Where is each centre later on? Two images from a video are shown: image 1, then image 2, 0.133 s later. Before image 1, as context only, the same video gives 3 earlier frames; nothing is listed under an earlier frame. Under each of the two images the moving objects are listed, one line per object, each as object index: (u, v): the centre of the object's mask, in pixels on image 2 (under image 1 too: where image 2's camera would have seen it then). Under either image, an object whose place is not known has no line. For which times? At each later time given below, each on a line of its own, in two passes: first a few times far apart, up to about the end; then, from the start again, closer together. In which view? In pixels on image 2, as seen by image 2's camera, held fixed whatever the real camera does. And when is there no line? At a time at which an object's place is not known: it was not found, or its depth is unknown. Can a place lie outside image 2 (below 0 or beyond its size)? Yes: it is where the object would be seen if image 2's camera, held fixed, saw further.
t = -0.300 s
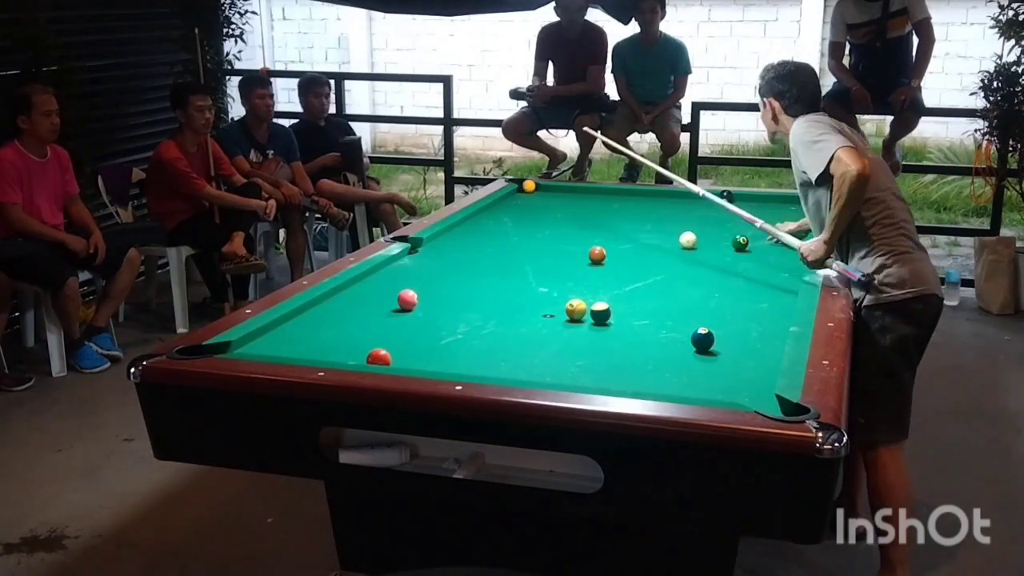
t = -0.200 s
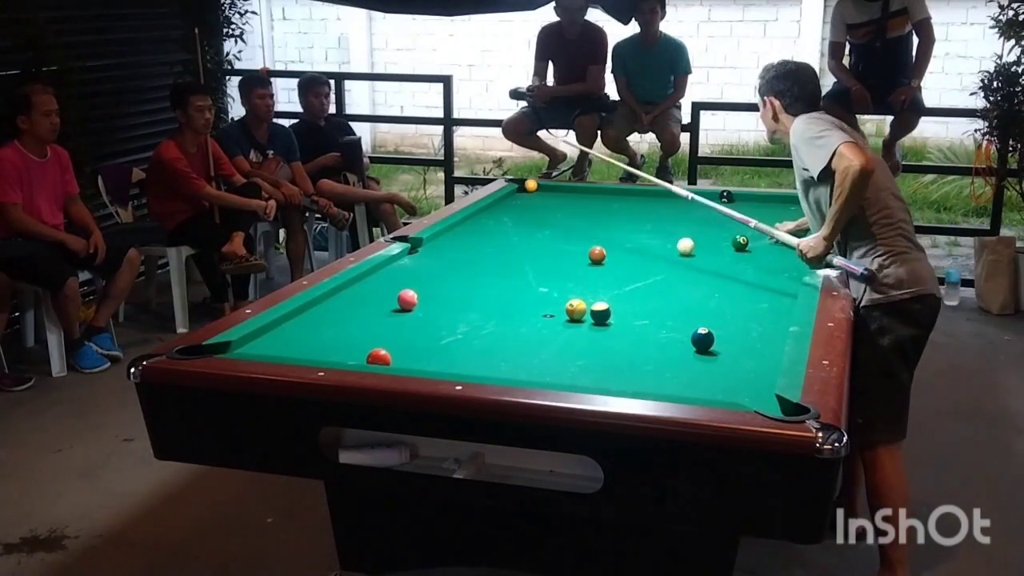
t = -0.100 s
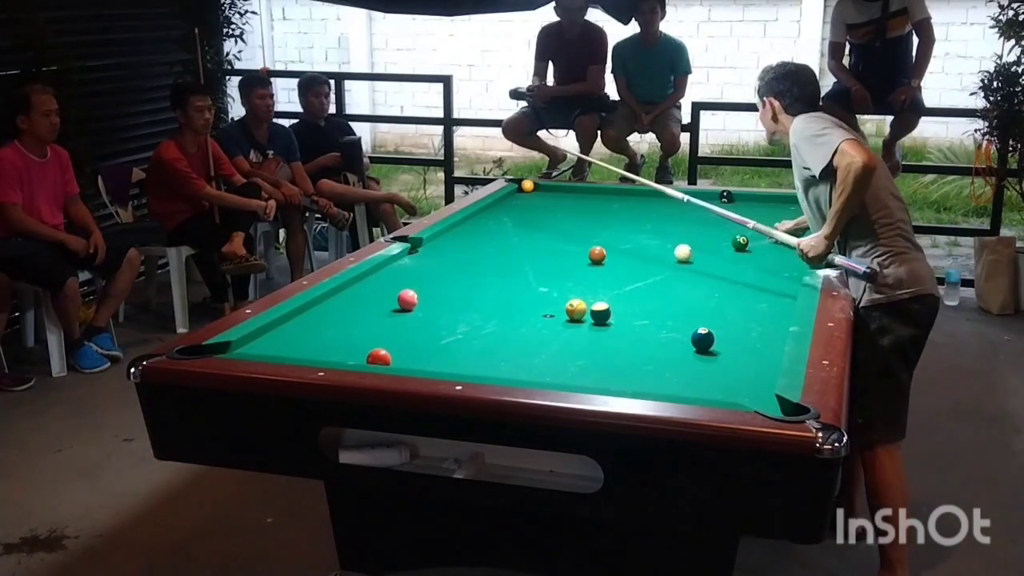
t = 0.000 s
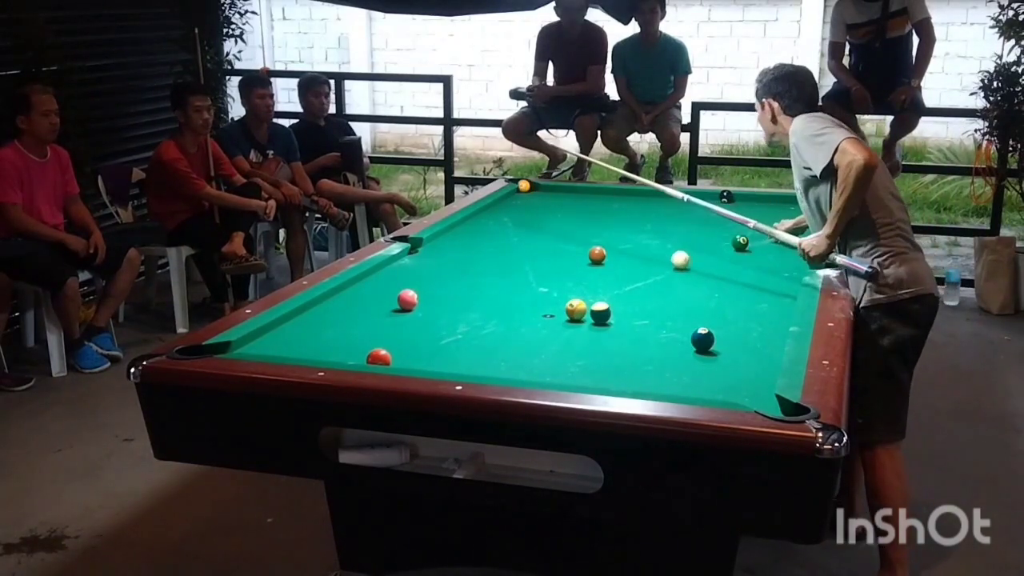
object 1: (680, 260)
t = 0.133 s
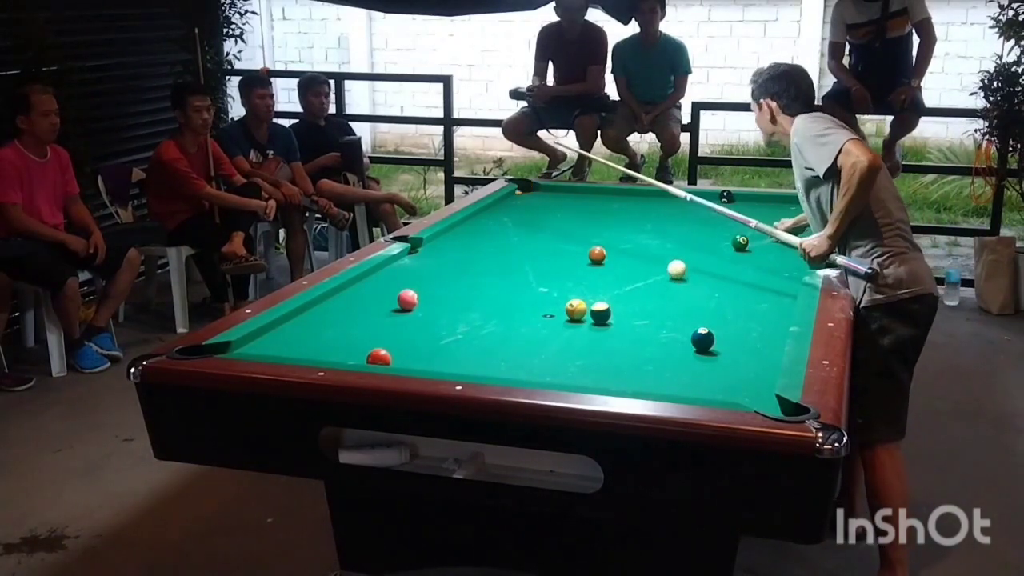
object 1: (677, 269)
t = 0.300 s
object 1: (671, 282)
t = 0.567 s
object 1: (663, 305)
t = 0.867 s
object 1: (651, 334)
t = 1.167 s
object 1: (638, 368)
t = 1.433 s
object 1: (633, 381)
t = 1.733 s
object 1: (649, 364)
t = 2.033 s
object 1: (662, 347)
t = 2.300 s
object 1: (672, 334)
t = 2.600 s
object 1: (682, 320)
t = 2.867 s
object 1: (689, 310)
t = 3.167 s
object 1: (696, 300)
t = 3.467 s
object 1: (702, 292)
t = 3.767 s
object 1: (707, 284)
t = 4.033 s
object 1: (709, 279)
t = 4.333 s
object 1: (712, 272)
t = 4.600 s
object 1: (714, 268)
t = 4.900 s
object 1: (717, 263)
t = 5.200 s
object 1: (720, 259)
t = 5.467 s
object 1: (721, 256)
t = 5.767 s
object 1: (723, 253)
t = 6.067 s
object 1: (724, 250)
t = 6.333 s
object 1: (724, 249)
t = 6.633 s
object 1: (725, 248)
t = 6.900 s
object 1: (724, 247)
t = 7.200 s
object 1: (724, 247)
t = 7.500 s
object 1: (724, 247)
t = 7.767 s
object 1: (724, 247)
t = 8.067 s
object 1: (724, 247)
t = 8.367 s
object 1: (724, 247)
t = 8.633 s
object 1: (724, 247)
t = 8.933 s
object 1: (724, 247)
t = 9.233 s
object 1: (724, 247)
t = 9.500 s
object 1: (724, 247)
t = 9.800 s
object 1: (724, 247)
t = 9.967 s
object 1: (724, 247)
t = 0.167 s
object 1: (675, 272)
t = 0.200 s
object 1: (675, 274)
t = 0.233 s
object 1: (673, 277)
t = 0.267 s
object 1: (672, 280)
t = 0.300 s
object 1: (671, 282)
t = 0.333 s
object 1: (670, 285)
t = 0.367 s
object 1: (669, 288)
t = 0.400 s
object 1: (668, 290)
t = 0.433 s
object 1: (667, 293)
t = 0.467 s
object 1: (666, 296)
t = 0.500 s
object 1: (665, 299)
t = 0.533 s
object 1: (664, 302)
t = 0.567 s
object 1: (663, 305)
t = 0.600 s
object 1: (661, 308)
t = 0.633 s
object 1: (660, 311)
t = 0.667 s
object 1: (659, 314)
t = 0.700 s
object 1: (658, 318)
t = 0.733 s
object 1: (657, 320)
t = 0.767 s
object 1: (655, 324)
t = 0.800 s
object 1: (654, 327)
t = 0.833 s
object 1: (652, 331)
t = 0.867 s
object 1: (651, 334)
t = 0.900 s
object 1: (650, 338)
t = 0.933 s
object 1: (648, 341)
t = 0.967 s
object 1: (647, 345)
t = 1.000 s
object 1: (645, 348)
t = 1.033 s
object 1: (644, 352)
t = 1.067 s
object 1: (643, 356)
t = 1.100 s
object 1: (641, 360)
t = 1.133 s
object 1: (639, 364)
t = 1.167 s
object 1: (638, 368)
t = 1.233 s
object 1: (634, 376)
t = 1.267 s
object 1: (633, 379)
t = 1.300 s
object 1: (631, 381)
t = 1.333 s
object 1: (630, 384)
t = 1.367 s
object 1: (630, 384)
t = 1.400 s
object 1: (633, 382)
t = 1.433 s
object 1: (633, 381)
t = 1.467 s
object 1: (636, 379)
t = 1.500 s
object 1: (637, 378)
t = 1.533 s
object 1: (639, 377)
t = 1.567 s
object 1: (641, 375)
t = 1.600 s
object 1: (643, 372)
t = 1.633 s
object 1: (645, 370)
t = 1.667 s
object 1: (646, 368)
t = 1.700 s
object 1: (648, 366)
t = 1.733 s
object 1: (649, 364)
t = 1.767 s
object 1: (651, 362)
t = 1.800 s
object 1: (652, 360)
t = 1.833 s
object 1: (654, 358)
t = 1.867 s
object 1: (655, 356)
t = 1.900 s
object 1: (657, 354)
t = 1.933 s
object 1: (658, 352)
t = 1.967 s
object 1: (659, 350)
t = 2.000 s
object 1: (661, 348)
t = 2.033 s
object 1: (662, 347)
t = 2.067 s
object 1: (664, 345)
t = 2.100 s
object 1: (665, 343)
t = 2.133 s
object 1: (666, 342)
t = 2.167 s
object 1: (668, 340)
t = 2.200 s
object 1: (669, 338)
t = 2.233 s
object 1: (670, 337)
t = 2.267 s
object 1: (671, 335)
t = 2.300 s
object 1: (672, 334)
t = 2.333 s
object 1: (673, 332)
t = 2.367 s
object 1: (674, 331)
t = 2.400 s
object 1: (676, 329)
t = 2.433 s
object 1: (677, 328)
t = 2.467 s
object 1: (678, 326)
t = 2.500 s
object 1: (679, 325)
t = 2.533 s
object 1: (680, 323)
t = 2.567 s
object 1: (681, 322)
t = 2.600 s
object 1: (682, 320)
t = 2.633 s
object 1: (683, 319)
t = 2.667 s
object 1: (684, 318)
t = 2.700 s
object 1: (685, 317)
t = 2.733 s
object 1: (686, 315)
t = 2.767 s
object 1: (687, 314)
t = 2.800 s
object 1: (687, 313)
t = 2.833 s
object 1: (688, 312)
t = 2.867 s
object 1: (689, 310)
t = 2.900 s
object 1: (690, 309)
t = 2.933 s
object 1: (691, 308)
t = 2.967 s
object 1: (692, 307)
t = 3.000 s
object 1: (693, 306)
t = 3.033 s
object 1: (693, 305)
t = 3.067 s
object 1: (694, 304)
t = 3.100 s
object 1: (695, 303)
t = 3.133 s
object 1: (696, 301)
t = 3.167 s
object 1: (696, 300)
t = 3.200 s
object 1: (697, 299)
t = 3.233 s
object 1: (698, 298)
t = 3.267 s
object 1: (699, 297)
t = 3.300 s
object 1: (699, 296)
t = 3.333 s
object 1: (700, 295)
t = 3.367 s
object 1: (701, 294)
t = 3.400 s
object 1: (701, 294)
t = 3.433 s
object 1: (702, 293)
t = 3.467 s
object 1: (702, 292)
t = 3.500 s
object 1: (703, 291)
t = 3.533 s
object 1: (703, 290)
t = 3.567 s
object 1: (704, 289)
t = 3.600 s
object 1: (704, 288)
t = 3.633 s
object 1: (705, 288)
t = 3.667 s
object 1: (706, 286)
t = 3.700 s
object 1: (706, 286)
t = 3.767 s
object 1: (707, 284)
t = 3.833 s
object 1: (707, 283)
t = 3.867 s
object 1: (707, 283)
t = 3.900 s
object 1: (708, 282)
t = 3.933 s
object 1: (708, 281)
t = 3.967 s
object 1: (709, 280)
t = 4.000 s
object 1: (709, 279)
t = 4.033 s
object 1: (709, 279)
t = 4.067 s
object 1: (710, 278)
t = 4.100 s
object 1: (710, 277)
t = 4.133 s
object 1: (710, 277)
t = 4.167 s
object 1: (710, 276)
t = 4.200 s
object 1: (711, 275)
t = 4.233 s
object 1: (711, 275)
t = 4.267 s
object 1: (711, 274)
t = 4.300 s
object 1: (712, 273)
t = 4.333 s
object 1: (712, 272)
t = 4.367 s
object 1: (712, 272)
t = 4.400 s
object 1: (713, 271)
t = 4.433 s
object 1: (713, 271)
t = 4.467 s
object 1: (713, 270)
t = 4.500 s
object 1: (714, 269)
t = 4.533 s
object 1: (714, 269)
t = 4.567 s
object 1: (714, 268)
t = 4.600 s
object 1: (714, 268)
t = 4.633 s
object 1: (715, 267)
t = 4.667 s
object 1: (715, 267)
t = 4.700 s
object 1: (715, 266)
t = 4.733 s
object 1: (715, 266)
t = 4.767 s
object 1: (716, 265)
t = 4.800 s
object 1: (716, 264)
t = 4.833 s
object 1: (717, 264)
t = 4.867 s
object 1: (717, 263)
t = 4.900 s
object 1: (717, 263)
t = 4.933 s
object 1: (718, 262)
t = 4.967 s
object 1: (718, 262)
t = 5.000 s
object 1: (718, 262)
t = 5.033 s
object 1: (718, 261)
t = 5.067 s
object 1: (719, 261)
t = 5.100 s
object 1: (719, 260)
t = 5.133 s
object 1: (719, 260)
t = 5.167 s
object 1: (719, 260)
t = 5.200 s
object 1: (720, 259)
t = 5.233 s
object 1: (720, 259)
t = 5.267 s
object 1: (720, 258)
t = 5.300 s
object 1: (720, 258)
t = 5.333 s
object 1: (720, 257)
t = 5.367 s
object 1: (721, 257)
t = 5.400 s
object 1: (721, 257)
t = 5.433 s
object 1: (721, 256)
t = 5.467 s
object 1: (721, 256)
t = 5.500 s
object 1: (722, 256)
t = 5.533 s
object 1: (722, 255)
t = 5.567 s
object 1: (722, 255)
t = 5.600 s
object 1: (722, 255)
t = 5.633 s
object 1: (722, 254)
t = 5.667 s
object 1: (722, 254)
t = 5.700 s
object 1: (722, 254)
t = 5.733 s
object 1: (723, 253)
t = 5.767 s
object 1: (723, 253)
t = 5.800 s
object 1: (723, 253)
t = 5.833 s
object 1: (723, 253)
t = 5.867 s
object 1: (723, 252)
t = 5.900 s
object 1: (723, 252)
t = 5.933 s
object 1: (723, 252)
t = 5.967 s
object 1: (723, 251)
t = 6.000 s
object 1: (724, 251)
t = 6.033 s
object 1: (724, 251)
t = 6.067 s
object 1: (724, 250)
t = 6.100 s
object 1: (724, 251)
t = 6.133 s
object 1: (724, 250)
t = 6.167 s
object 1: (724, 250)
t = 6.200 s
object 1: (724, 250)
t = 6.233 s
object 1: (724, 250)
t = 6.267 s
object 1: (724, 250)
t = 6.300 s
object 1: (724, 249)
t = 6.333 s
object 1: (724, 249)
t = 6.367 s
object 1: (724, 249)
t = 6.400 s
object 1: (724, 249)
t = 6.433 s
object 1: (725, 248)
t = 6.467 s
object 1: (725, 248)
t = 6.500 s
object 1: (725, 248)
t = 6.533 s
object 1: (725, 248)
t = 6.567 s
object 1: (725, 248)
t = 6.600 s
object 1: (725, 248)
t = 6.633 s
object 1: (725, 248)
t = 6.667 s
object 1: (725, 248)
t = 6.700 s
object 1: (725, 247)
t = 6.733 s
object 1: (725, 247)
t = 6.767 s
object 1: (725, 247)
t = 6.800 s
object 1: (725, 247)
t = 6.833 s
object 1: (725, 247)
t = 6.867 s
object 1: (725, 247)
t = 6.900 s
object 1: (724, 247)
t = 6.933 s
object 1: (724, 247)
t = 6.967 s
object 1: (724, 247)
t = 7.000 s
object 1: (724, 247)
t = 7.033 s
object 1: (724, 247)
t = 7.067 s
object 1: (724, 247)
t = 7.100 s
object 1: (724, 247)
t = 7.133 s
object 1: (724, 247)
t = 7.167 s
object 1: (724, 247)
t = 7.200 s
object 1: (724, 247)
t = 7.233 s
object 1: (724, 247)
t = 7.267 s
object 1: (724, 247)
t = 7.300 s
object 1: (724, 247)
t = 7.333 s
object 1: (724, 247)
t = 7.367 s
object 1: (724, 247)
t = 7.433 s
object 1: (724, 247)
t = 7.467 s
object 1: (724, 247)
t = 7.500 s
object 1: (724, 247)
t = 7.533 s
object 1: (724, 247)
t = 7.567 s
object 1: (724, 247)
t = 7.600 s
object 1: (724, 247)
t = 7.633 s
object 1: (724, 247)
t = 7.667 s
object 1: (724, 247)
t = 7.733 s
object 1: (724, 247)
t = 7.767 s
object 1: (724, 247)
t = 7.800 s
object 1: (724, 247)
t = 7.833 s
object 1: (724, 247)
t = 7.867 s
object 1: (724, 247)
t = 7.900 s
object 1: (724, 247)
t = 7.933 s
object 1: (724, 247)
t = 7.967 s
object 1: (724, 247)
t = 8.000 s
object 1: (724, 247)
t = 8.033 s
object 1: (724, 247)
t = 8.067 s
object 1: (724, 247)
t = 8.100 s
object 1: (724, 247)
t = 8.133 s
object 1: (724, 247)
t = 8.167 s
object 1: (724, 247)
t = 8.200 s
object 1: (724, 247)
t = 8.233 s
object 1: (724, 247)
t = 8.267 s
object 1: (724, 247)
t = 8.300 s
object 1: (724, 247)
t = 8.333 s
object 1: (724, 247)
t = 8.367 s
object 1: (724, 247)
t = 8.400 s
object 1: (724, 247)
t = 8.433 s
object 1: (724, 247)
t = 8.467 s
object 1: (724, 247)
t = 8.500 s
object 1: (724, 247)
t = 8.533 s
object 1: (724, 247)
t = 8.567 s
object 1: (724, 247)
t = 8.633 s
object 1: (724, 247)
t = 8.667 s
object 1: (724, 247)
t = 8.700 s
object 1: (724, 247)
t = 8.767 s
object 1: (724, 247)
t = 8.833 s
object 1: (724, 247)
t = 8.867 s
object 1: (724, 247)
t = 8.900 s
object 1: (724, 247)
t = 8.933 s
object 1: (724, 247)
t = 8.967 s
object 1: (724, 247)
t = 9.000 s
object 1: (724, 247)
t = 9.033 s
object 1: (724, 247)
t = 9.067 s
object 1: (724, 247)
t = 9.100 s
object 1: (724, 247)
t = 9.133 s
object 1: (724, 247)
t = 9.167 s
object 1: (724, 247)
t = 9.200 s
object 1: (724, 247)
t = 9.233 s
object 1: (724, 247)
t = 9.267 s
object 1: (724, 247)
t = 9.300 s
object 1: (724, 247)
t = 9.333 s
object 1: (724, 247)
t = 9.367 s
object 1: (724, 247)
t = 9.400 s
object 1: (724, 247)
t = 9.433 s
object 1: (724, 247)
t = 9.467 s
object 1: (724, 247)
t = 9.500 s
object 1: (724, 247)
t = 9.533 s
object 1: (724, 247)
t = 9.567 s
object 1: (724, 247)
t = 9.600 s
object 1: (724, 247)
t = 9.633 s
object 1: (724, 247)
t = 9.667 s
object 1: (724, 247)
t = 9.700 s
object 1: (724, 247)
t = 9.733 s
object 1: (724, 247)
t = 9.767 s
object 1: (724, 247)
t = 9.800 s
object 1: (724, 247)
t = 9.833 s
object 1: (724, 247)
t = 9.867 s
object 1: (724, 247)
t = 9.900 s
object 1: (724, 247)
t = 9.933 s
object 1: (724, 247)
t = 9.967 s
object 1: (724, 247)
